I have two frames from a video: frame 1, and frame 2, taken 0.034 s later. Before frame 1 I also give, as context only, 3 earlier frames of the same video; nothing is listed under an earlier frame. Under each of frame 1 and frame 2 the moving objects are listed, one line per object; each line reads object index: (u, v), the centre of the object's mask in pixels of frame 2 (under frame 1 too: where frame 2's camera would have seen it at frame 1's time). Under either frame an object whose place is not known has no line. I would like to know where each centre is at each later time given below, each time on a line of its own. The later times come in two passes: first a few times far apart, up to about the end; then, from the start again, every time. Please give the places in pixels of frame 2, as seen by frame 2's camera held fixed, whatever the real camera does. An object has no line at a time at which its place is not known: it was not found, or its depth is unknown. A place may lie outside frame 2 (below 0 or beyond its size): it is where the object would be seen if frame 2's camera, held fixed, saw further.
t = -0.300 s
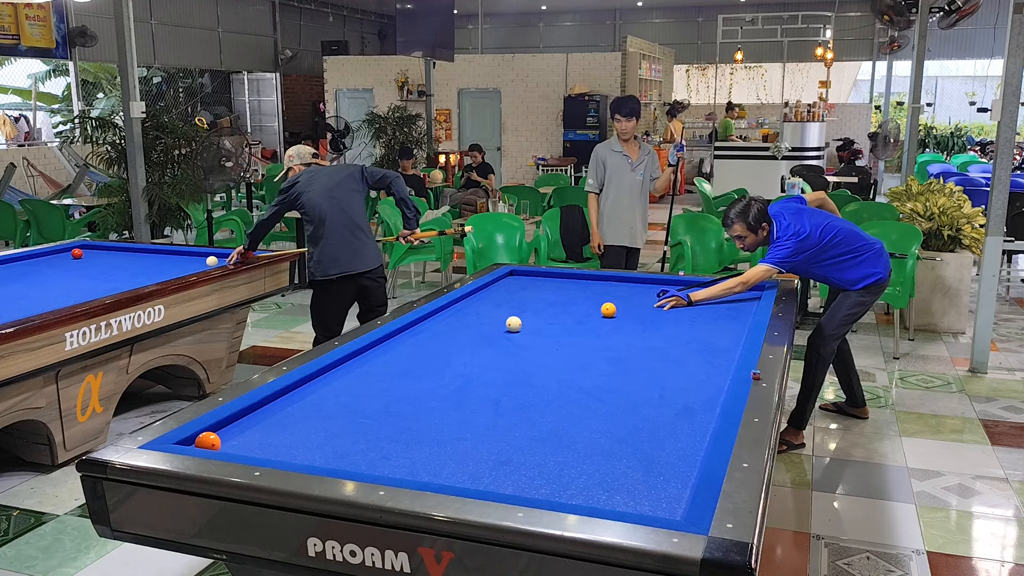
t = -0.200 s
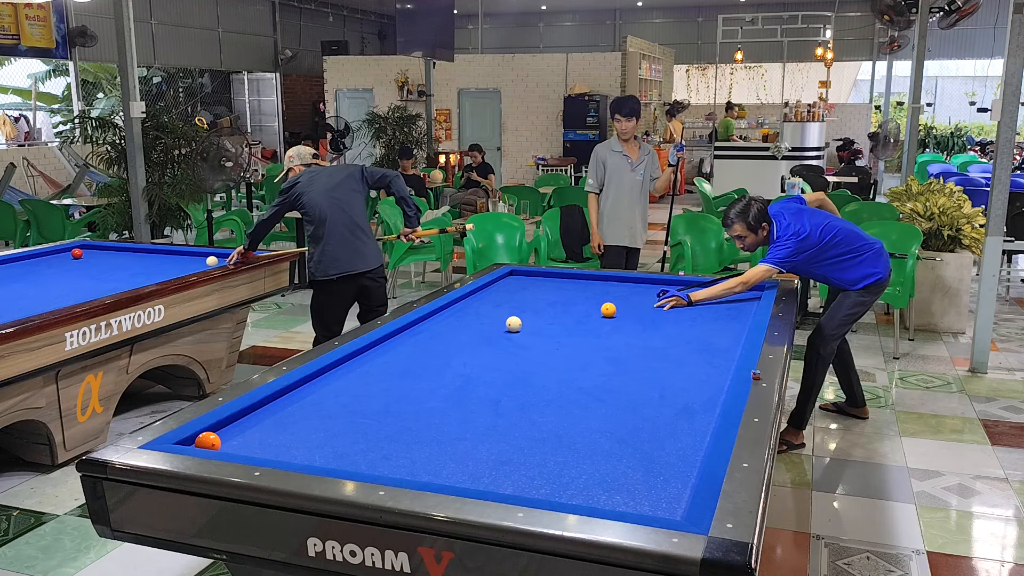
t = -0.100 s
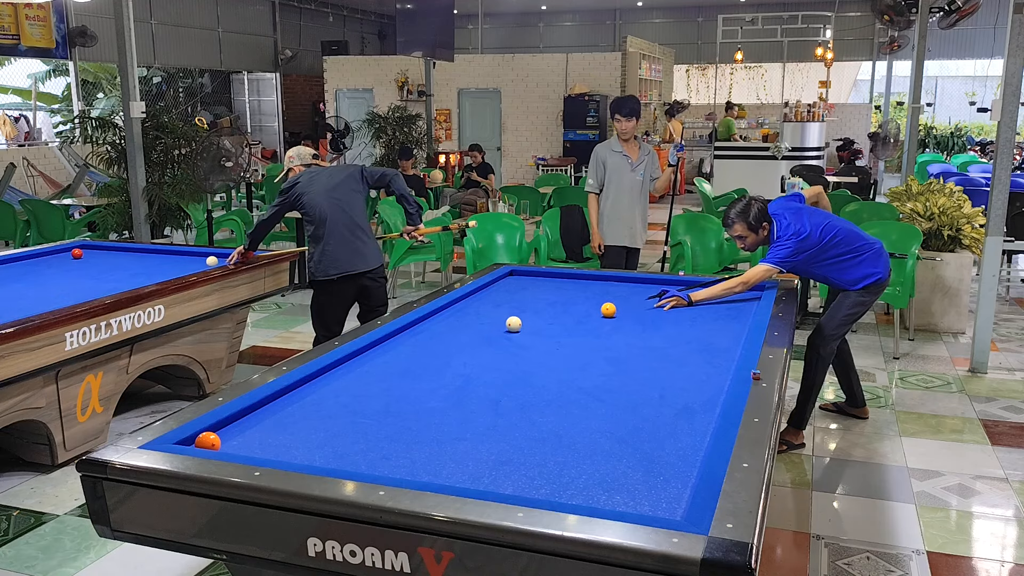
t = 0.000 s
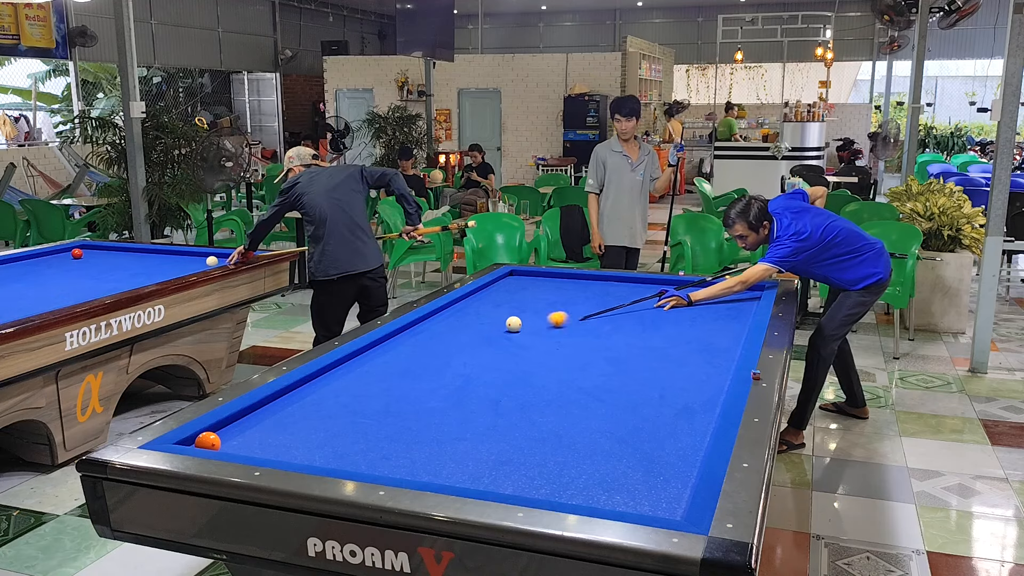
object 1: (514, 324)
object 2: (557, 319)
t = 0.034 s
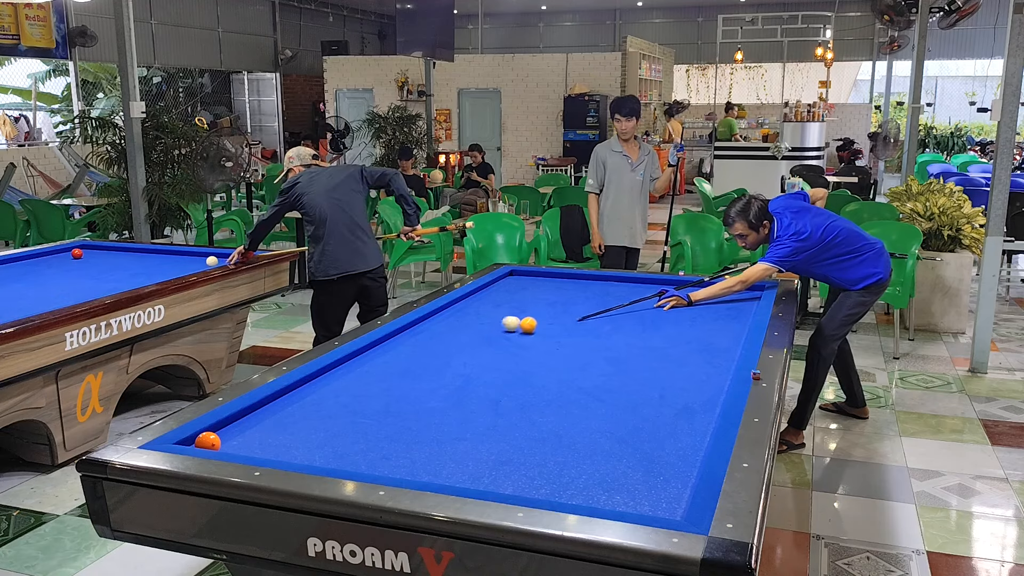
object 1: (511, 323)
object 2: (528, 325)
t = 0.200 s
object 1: (435, 321)
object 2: (478, 369)
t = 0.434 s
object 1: (524, 332)
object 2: (364, 454)
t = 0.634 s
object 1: (597, 342)
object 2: (361, 412)
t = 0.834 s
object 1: (677, 352)
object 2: (370, 369)
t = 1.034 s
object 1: (710, 358)
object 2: (387, 344)
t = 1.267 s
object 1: (649, 353)
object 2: (451, 326)
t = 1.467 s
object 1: (605, 350)
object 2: (496, 312)
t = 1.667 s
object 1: (563, 347)
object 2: (535, 300)
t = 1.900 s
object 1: (517, 343)
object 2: (576, 288)
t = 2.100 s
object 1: (478, 341)
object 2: (607, 279)
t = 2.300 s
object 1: (441, 338)
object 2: (627, 284)
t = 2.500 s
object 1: (405, 335)
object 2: (649, 291)
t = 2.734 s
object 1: (414, 336)
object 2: (677, 300)
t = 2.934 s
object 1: (433, 338)
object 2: (702, 308)
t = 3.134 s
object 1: (452, 340)
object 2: (729, 317)
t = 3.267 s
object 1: (464, 341)
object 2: (744, 323)
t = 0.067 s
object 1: (488, 322)
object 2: (519, 333)
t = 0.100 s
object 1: (465, 321)
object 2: (510, 341)
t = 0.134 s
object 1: (443, 320)
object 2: (500, 350)
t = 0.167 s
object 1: (423, 319)
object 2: (490, 359)
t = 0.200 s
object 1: (435, 321)
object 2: (478, 369)
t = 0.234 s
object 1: (449, 323)
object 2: (466, 379)
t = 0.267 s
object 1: (462, 324)
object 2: (452, 390)
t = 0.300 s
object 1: (475, 326)
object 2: (437, 401)
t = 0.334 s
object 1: (488, 328)
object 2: (421, 413)
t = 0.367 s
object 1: (500, 329)
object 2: (404, 426)
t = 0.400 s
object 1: (512, 331)
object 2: (385, 440)
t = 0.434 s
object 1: (524, 332)
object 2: (364, 454)
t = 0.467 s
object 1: (536, 334)
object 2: (343, 463)
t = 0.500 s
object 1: (548, 335)
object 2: (346, 455)
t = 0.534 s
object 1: (560, 337)
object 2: (351, 443)
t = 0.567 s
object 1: (572, 338)
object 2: (355, 432)
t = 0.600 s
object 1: (585, 340)
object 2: (358, 421)
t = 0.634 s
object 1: (597, 342)
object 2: (361, 412)
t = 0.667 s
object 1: (610, 343)
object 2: (363, 403)
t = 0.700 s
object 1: (623, 345)
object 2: (365, 395)
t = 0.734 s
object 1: (636, 347)
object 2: (367, 388)
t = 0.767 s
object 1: (649, 348)
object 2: (368, 381)
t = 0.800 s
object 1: (663, 350)
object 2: (369, 375)
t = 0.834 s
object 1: (677, 352)
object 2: (370, 369)
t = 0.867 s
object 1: (691, 354)
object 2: (370, 364)
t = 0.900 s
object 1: (705, 356)
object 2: (370, 359)
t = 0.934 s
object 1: (719, 358)
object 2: (370, 354)
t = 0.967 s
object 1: (732, 359)
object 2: (370, 350)
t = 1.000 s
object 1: (721, 359)
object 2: (376, 346)
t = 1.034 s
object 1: (710, 358)
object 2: (387, 344)
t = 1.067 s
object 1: (699, 357)
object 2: (398, 341)
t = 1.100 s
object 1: (689, 356)
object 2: (408, 338)
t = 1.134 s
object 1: (680, 355)
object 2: (417, 336)
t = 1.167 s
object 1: (671, 354)
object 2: (426, 333)
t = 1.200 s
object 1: (664, 354)
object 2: (434, 331)
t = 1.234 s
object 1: (656, 353)
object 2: (443, 328)
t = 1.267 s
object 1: (649, 353)
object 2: (451, 326)
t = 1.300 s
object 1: (641, 352)
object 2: (459, 323)
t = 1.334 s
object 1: (634, 352)
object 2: (466, 321)
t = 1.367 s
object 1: (627, 351)
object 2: (474, 318)
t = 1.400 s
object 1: (620, 351)
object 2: (481, 316)
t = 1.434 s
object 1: (612, 350)
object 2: (489, 314)
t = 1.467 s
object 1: (605, 350)
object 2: (496, 312)
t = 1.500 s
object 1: (598, 349)
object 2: (503, 310)
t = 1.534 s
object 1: (591, 349)
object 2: (509, 308)
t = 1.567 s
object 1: (584, 348)
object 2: (516, 306)
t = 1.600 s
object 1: (577, 348)
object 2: (523, 304)
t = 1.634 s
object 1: (570, 347)
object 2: (529, 302)
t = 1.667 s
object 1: (563, 347)
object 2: (535, 300)
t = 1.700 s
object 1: (556, 346)
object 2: (541, 299)
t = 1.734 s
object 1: (550, 346)
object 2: (548, 297)
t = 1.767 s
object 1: (543, 345)
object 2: (553, 295)
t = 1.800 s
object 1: (536, 345)
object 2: (559, 293)
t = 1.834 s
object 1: (530, 344)
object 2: (565, 292)
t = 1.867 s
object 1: (523, 344)
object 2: (570, 290)
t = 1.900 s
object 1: (517, 343)
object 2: (576, 288)
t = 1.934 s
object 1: (510, 343)
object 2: (581, 287)
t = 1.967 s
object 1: (504, 342)
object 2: (586, 285)
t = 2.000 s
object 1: (497, 342)
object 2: (591, 284)
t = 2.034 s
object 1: (491, 342)
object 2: (596, 282)
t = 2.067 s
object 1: (484, 341)
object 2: (602, 280)
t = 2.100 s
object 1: (478, 341)
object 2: (607, 279)
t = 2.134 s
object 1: (472, 340)
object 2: (611, 278)
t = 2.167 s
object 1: (466, 340)
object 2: (615, 278)
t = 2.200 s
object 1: (459, 339)
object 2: (618, 280)
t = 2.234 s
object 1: (453, 339)
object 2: (621, 281)
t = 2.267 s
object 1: (447, 338)
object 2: (624, 283)
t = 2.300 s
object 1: (441, 338)
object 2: (627, 284)
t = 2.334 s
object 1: (435, 337)
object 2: (631, 285)
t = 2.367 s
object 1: (429, 337)
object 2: (634, 287)
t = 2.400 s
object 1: (423, 336)
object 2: (638, 288)
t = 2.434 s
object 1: (417, 336)
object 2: (642, 289)
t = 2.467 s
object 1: (411, 336)
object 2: (645, 290)
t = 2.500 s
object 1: (405, 335)
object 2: (649, 291)
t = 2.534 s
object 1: (400, 335)
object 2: (653, 293)
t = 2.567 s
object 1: (396, 335)
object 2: (657, 294)
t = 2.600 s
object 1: (400, 335)
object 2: (661, 295)
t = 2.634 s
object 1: (404, 335)
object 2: (664, 296)
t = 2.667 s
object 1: (408, 336)
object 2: (668, 298)
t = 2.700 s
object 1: (411, 336)
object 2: (672, 299)
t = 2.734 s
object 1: (414, 336)
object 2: (677, 300)
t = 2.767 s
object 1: (418, 337)
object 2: (680, 302)
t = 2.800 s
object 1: (421, 337)
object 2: (685, 303)
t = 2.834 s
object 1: (424, 337)
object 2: (689, 304)
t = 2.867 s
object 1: (427, 338)
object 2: (693, 305)
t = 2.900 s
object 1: (430, 338)
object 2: (697, 307)
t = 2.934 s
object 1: (433, 338)
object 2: (702, 308)
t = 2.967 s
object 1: (436, 338)
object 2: (706, 310)
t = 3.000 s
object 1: (439, 339)
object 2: (711, 311)
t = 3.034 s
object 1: (443, 339)
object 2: (715, 313)
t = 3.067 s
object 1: (446, 339)
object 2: (720, 314)
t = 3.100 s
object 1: (449, 340)
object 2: (725, 316)
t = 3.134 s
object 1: (452, 340)
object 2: (729, 317)
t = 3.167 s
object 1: (455, 340)
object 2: (734, 319)
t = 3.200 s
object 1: (458, 341)
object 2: (739, 320)
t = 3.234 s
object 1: (461, 341)
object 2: (744, 322)
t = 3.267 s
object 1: (464, 341)
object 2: (744, 323)
